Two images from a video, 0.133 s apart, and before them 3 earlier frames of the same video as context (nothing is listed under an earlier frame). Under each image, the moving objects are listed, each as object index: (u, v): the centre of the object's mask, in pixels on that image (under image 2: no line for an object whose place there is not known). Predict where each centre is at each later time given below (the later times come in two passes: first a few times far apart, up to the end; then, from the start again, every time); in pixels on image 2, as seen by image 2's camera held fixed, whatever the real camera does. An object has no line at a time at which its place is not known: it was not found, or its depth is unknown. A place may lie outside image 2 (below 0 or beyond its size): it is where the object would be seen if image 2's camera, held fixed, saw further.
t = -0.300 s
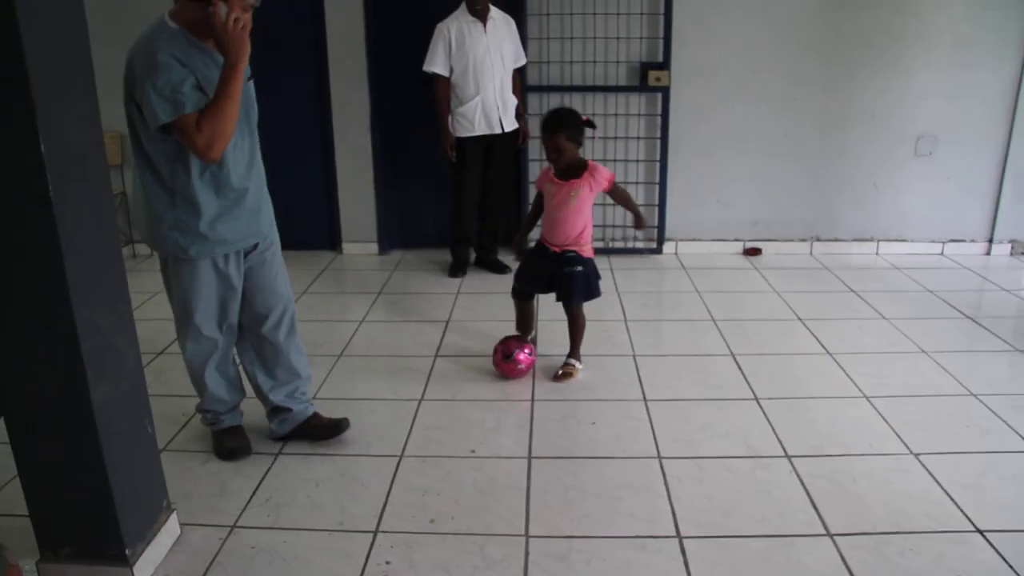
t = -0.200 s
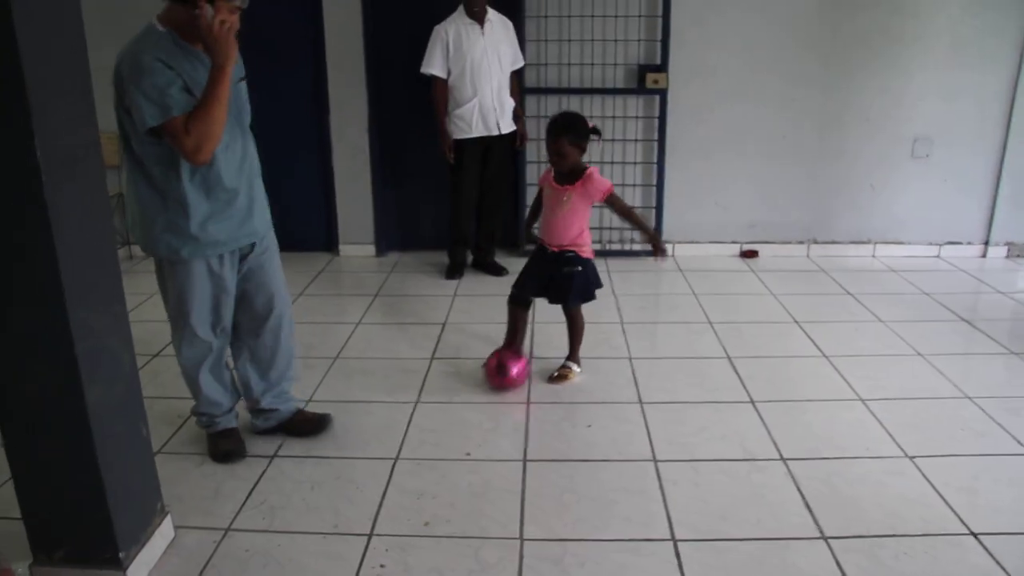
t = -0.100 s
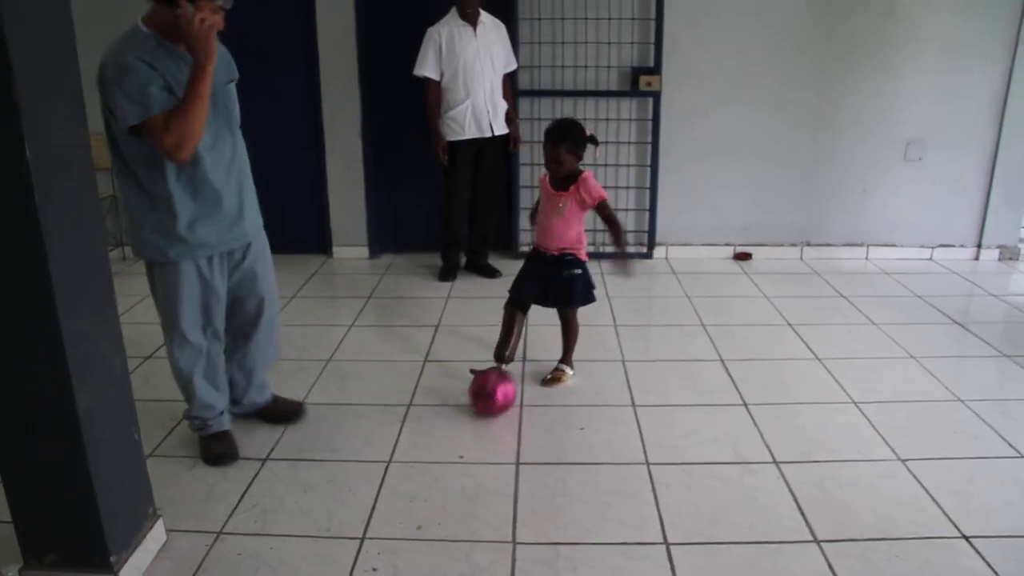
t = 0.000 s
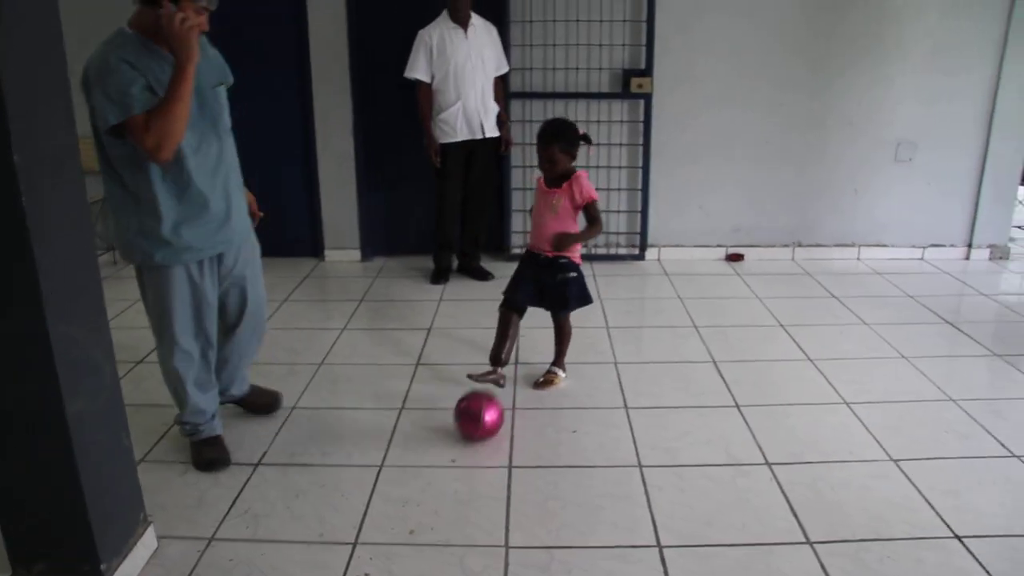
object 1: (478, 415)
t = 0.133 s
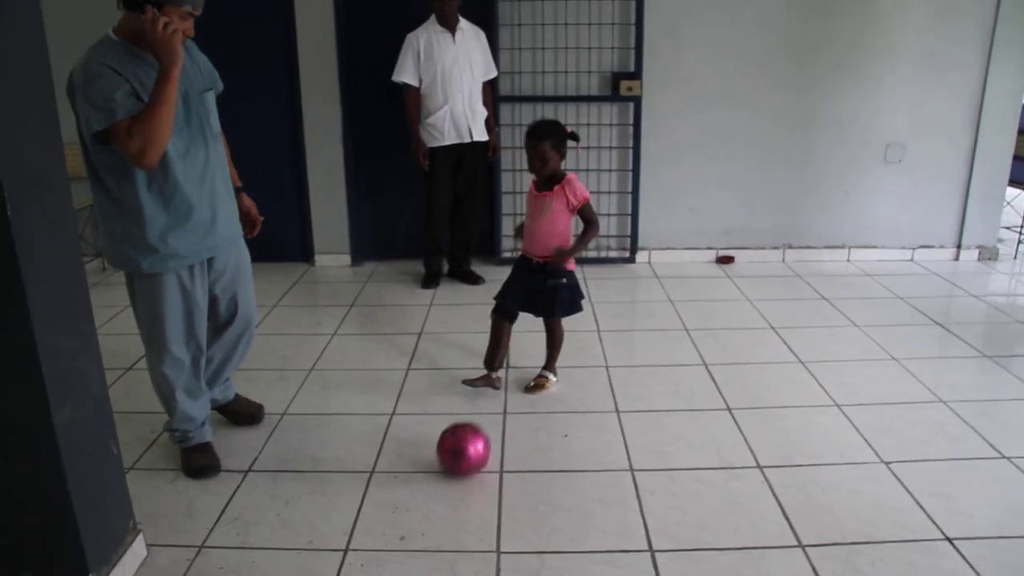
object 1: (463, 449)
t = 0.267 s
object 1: (457, 481)
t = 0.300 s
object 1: (456, 490)
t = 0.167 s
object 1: (462, 456)
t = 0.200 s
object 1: (460, 464)
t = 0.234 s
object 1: (459, 472)
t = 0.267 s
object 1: (457, 481)
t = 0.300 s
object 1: (456, 490)
